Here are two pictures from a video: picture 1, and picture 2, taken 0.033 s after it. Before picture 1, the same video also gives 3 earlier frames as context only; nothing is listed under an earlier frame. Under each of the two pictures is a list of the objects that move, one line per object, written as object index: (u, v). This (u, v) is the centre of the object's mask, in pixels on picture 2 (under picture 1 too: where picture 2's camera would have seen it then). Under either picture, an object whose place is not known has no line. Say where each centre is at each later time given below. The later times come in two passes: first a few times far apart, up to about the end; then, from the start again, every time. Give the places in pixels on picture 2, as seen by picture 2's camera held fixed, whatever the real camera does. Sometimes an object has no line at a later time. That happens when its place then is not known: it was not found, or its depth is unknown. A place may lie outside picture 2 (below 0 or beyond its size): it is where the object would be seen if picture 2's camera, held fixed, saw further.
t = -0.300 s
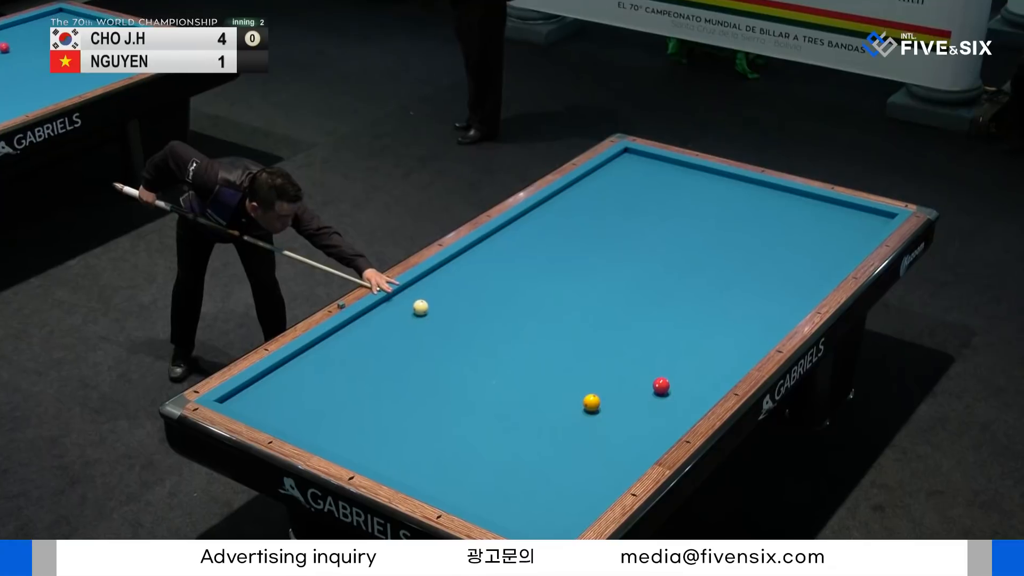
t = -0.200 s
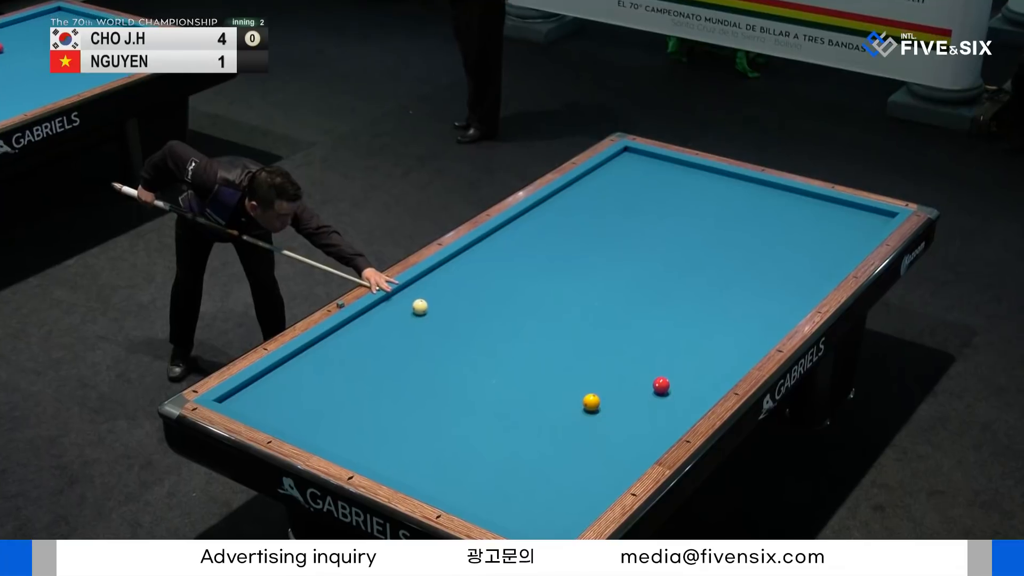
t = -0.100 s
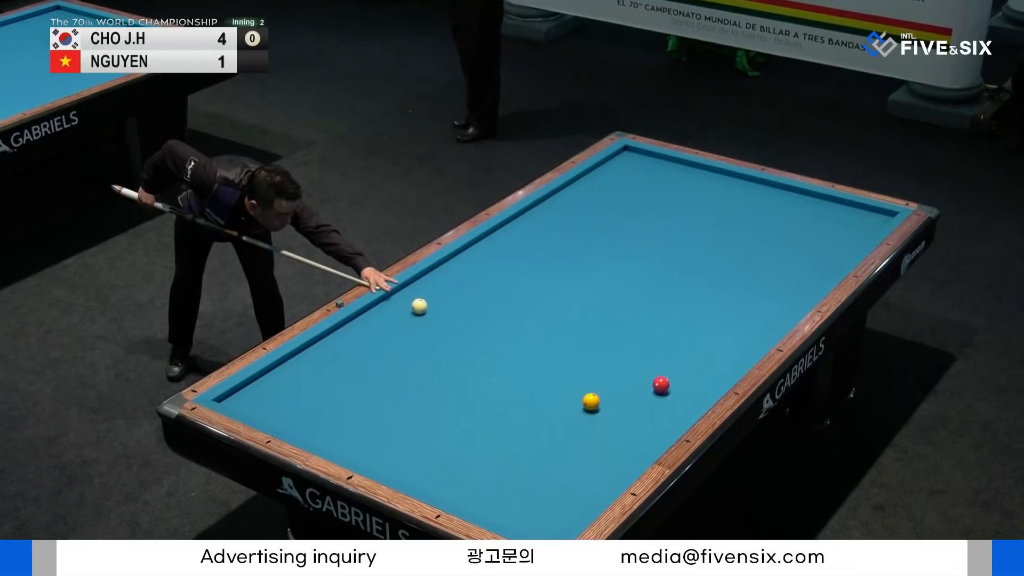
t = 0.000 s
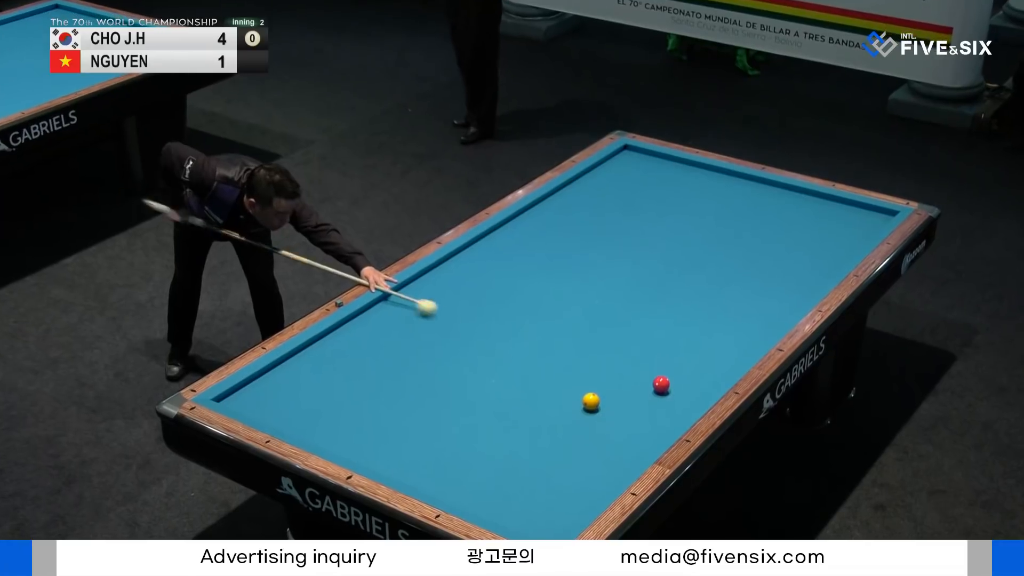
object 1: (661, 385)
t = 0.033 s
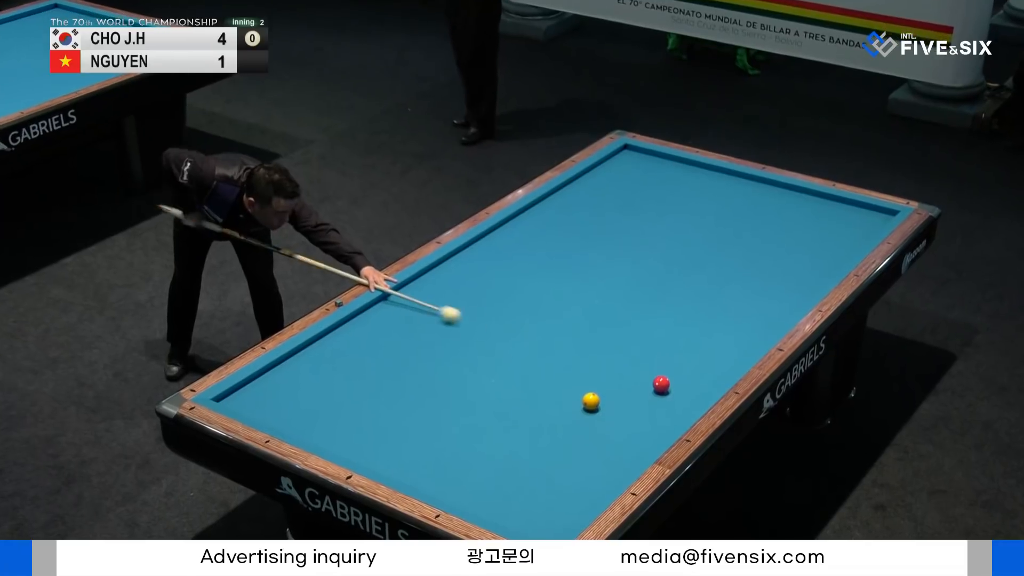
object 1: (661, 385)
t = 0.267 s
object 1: (661, 386)
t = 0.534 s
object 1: (637, 417)
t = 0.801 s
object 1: (555, 420)
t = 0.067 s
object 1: (661, 386)
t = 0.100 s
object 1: (661, 386)
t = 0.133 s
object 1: (661, 386)
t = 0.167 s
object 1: (661, 386)
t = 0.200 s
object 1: (661, 386)
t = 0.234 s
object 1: (661, 386)
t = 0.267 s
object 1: (661, 386)
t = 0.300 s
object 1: (661, 386)
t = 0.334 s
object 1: (664, 390)
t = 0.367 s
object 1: (670, 400)
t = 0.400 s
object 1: (677, 410)
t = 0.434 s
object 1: (675, 416)
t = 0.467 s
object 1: (662, 417)
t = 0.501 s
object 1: (649, 417)
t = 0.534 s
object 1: (637, 417)
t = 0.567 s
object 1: (625, 418)
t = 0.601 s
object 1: (615, 418)
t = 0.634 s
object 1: (604, 418)
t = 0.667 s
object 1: (594, 418)
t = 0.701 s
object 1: (584, 419)
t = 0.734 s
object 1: (575, 419)
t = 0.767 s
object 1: (565, 420)
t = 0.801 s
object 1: (555, 420)
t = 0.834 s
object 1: (545, 420)
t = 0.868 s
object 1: (536, 421)
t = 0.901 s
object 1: (526, 421)
